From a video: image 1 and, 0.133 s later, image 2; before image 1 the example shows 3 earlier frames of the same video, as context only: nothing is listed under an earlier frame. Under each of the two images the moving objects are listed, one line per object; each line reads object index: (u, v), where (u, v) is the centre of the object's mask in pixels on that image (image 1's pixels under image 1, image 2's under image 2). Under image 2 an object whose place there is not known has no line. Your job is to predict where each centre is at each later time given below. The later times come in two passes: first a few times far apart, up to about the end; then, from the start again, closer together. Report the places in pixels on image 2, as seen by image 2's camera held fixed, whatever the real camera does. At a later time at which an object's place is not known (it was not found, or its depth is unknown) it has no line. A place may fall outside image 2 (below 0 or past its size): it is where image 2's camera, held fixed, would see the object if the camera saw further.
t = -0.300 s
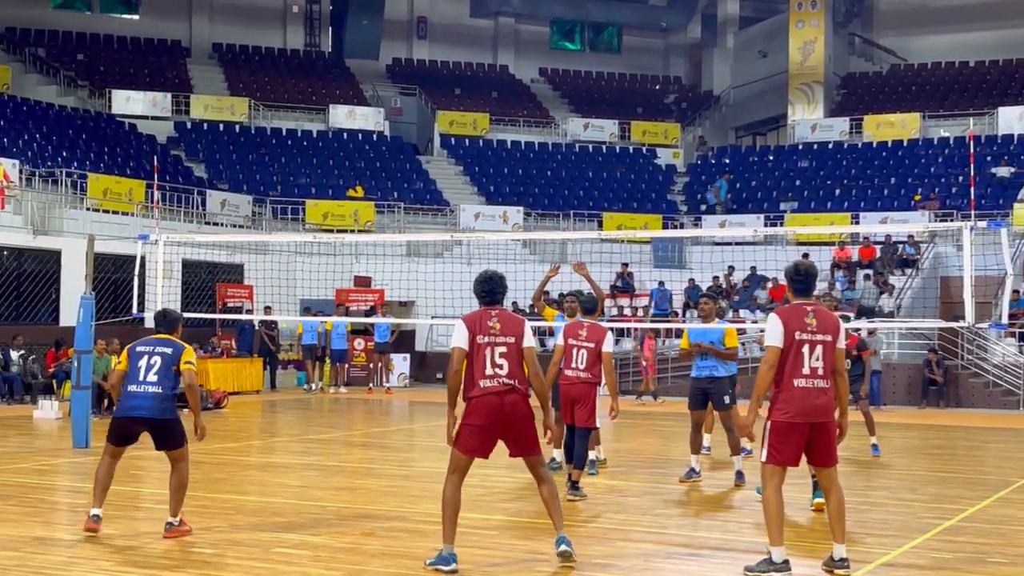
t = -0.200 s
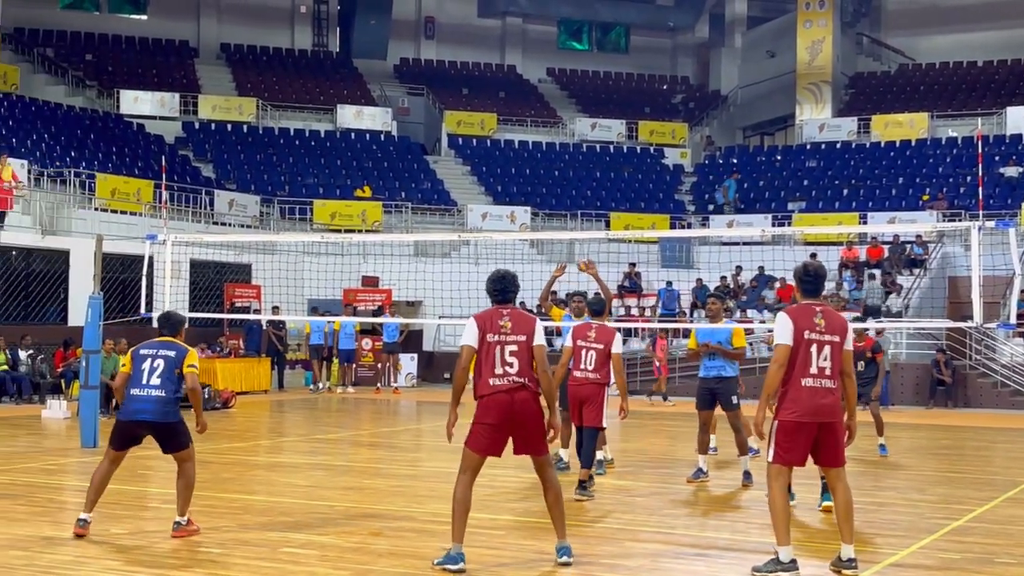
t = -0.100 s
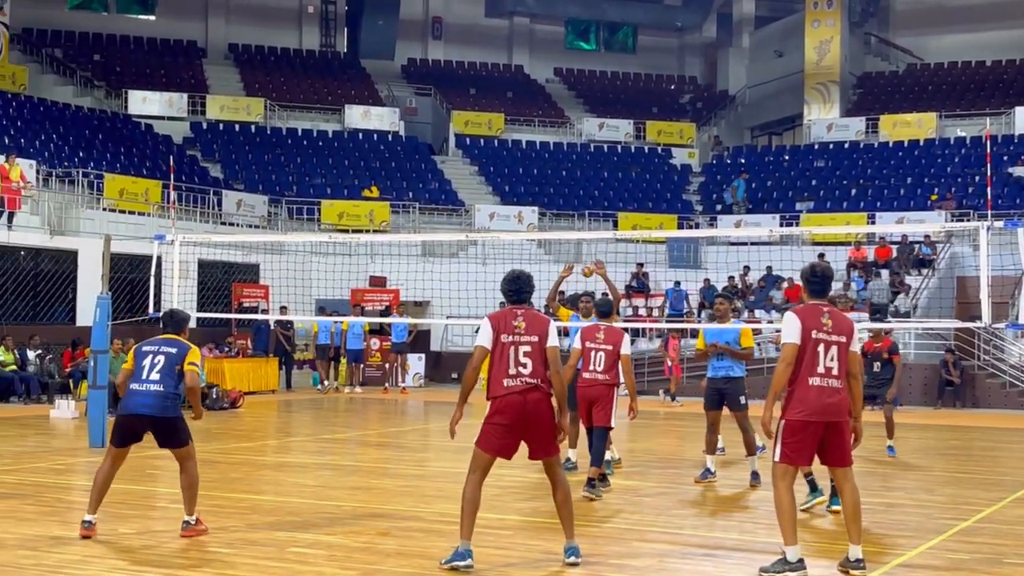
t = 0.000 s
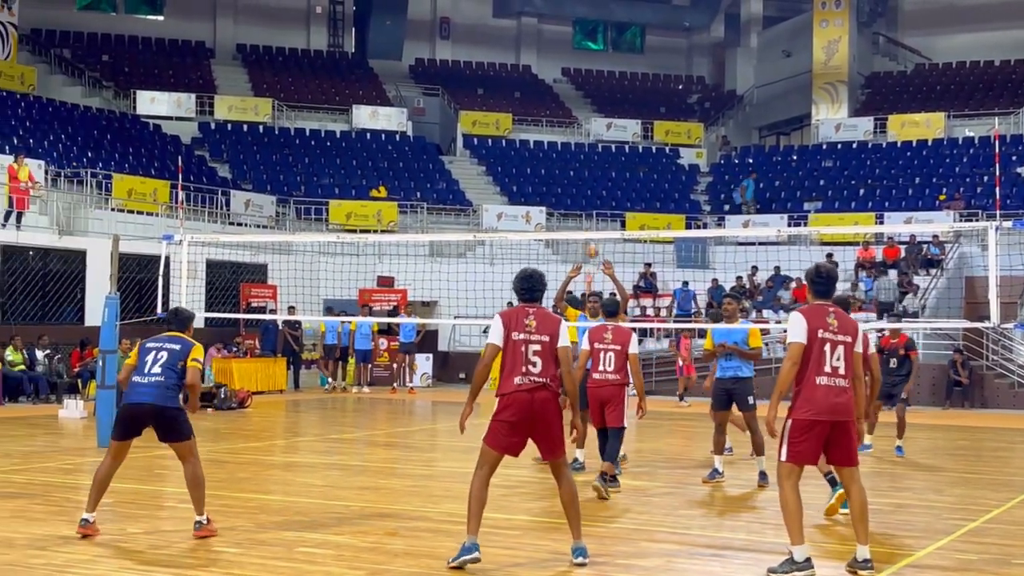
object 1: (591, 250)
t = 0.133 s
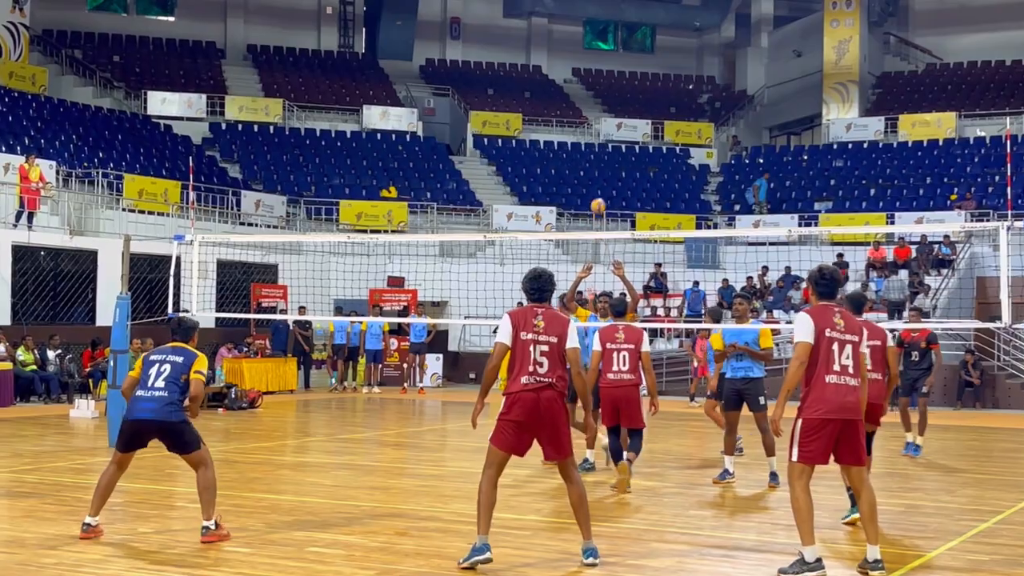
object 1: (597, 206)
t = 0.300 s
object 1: (595, 159)
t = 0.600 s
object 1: (595, 105)
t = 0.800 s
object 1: (595, 98)
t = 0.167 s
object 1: (597, 196)
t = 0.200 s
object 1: (597, 186)
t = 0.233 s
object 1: (596, 176)
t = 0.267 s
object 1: (596, 167)
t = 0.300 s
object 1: (595, 159)
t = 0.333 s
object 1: (595, 151)
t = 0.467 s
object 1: (595, 123)
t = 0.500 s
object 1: (595, 119)
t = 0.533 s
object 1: (595, 114)
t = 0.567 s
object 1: (595, 109)
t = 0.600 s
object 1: (595, 105)
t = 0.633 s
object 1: (595, 104)
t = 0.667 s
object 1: (595, 101)
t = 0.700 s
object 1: (595, 100)
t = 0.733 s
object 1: (595, 98)
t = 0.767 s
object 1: (595, 98)
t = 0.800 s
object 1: (595, 98)
